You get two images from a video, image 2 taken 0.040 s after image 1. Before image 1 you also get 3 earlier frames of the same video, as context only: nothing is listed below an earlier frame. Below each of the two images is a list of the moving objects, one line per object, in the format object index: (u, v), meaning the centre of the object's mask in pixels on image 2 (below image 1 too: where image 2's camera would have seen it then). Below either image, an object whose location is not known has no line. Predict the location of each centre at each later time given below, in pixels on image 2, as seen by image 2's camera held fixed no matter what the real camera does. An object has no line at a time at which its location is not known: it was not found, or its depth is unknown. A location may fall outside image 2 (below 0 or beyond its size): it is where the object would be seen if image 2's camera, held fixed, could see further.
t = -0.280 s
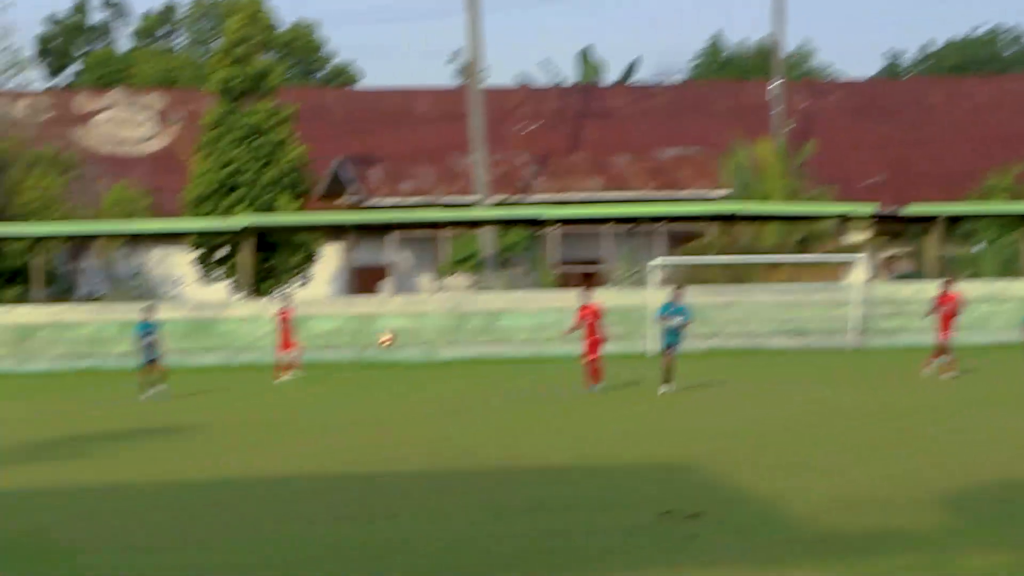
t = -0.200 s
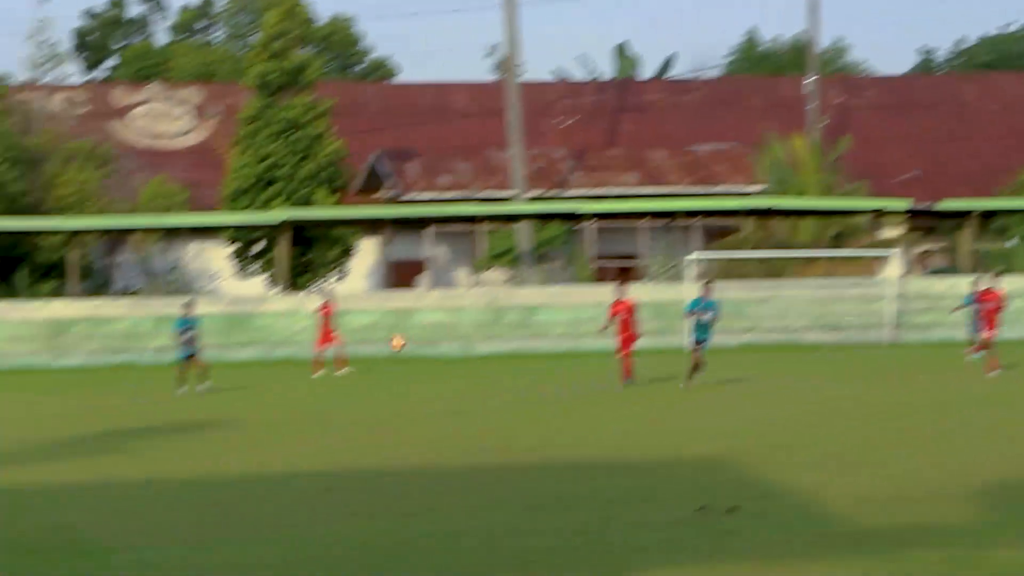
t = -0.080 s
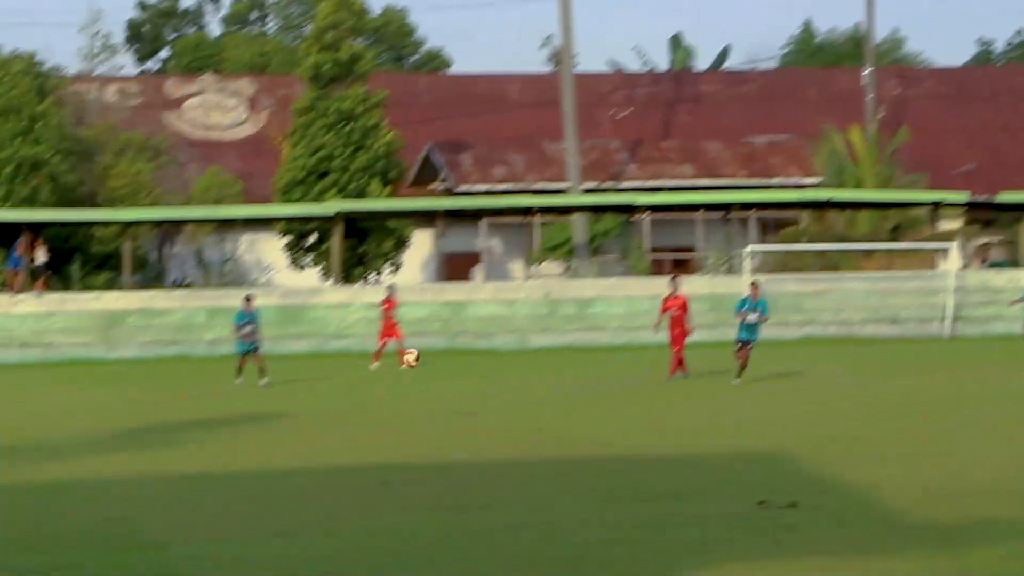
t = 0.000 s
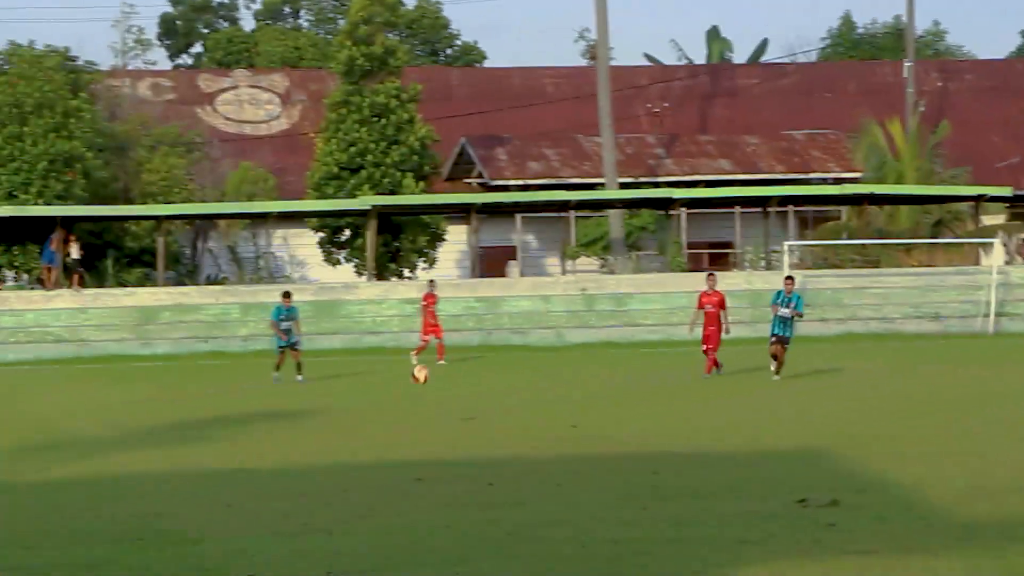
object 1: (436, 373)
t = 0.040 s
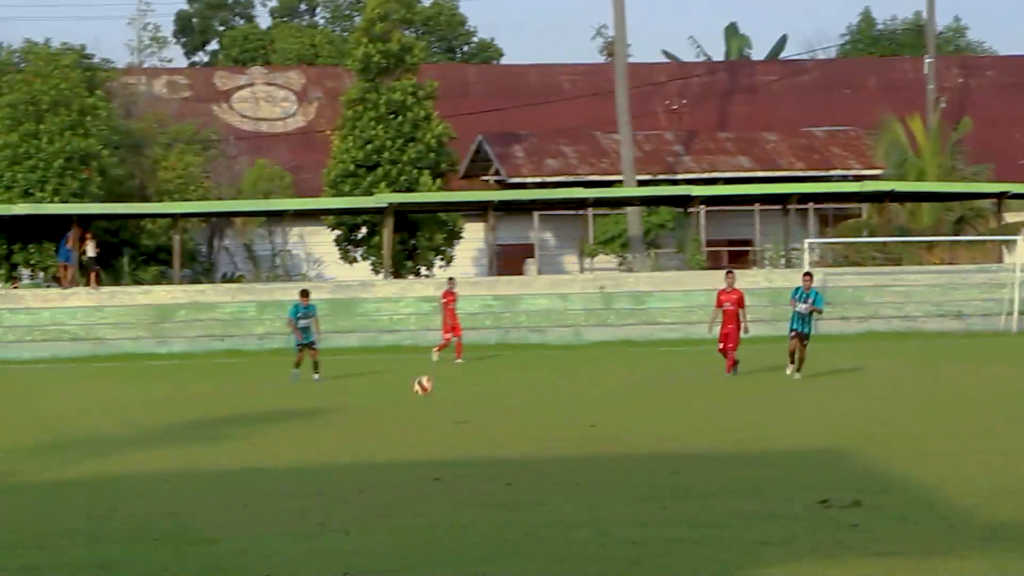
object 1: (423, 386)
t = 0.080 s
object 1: (410, 400)
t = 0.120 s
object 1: (398, 415)
